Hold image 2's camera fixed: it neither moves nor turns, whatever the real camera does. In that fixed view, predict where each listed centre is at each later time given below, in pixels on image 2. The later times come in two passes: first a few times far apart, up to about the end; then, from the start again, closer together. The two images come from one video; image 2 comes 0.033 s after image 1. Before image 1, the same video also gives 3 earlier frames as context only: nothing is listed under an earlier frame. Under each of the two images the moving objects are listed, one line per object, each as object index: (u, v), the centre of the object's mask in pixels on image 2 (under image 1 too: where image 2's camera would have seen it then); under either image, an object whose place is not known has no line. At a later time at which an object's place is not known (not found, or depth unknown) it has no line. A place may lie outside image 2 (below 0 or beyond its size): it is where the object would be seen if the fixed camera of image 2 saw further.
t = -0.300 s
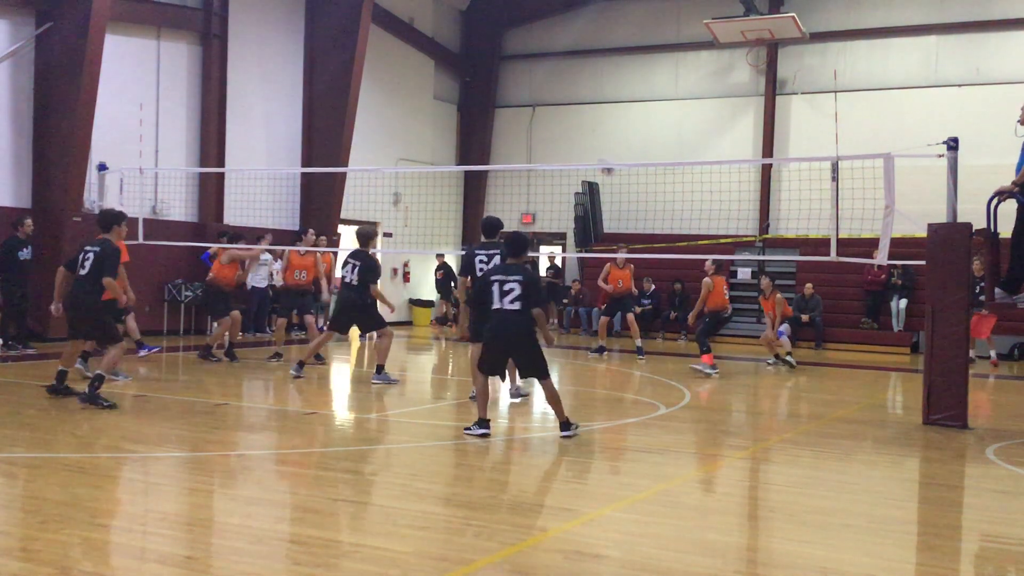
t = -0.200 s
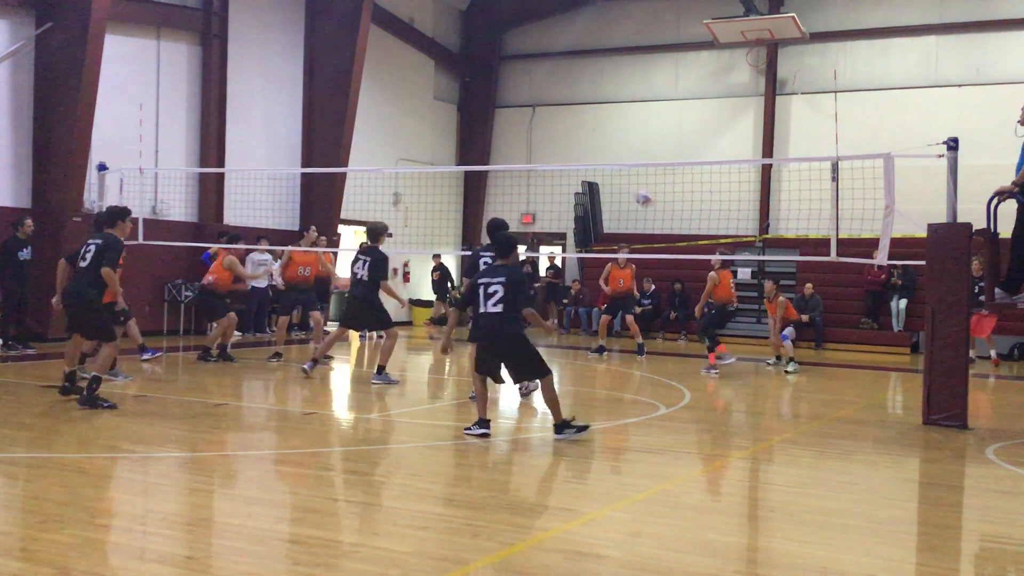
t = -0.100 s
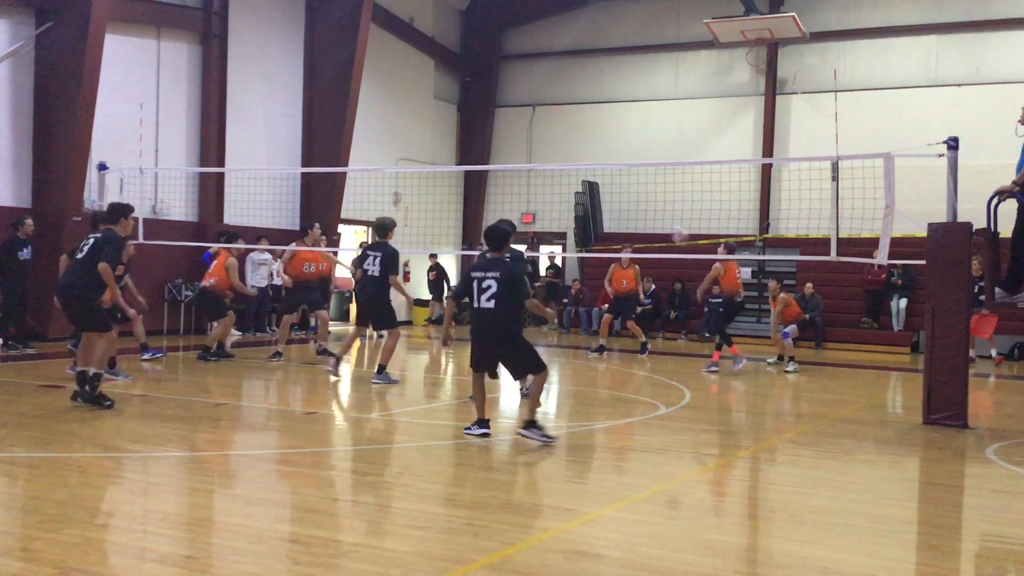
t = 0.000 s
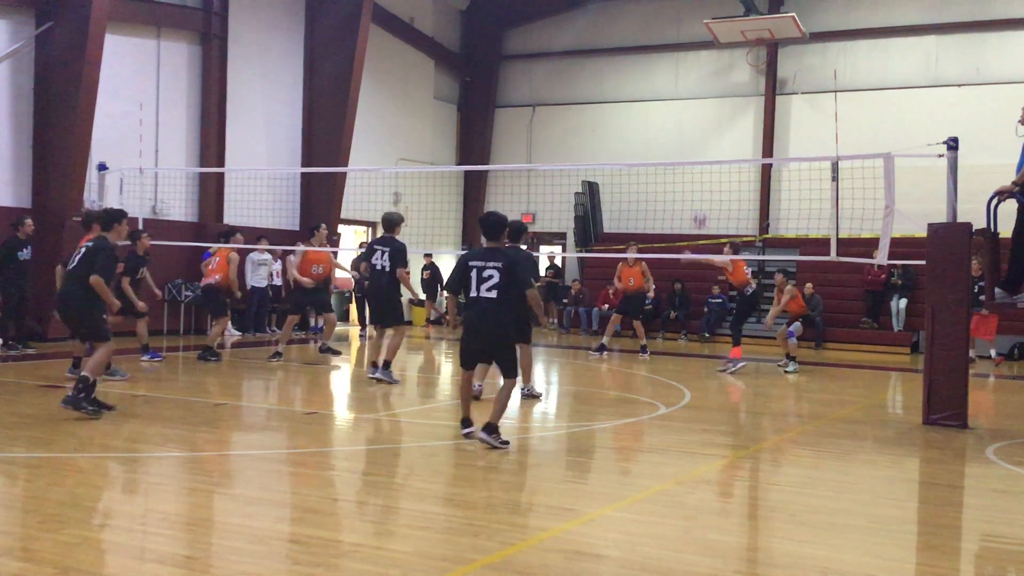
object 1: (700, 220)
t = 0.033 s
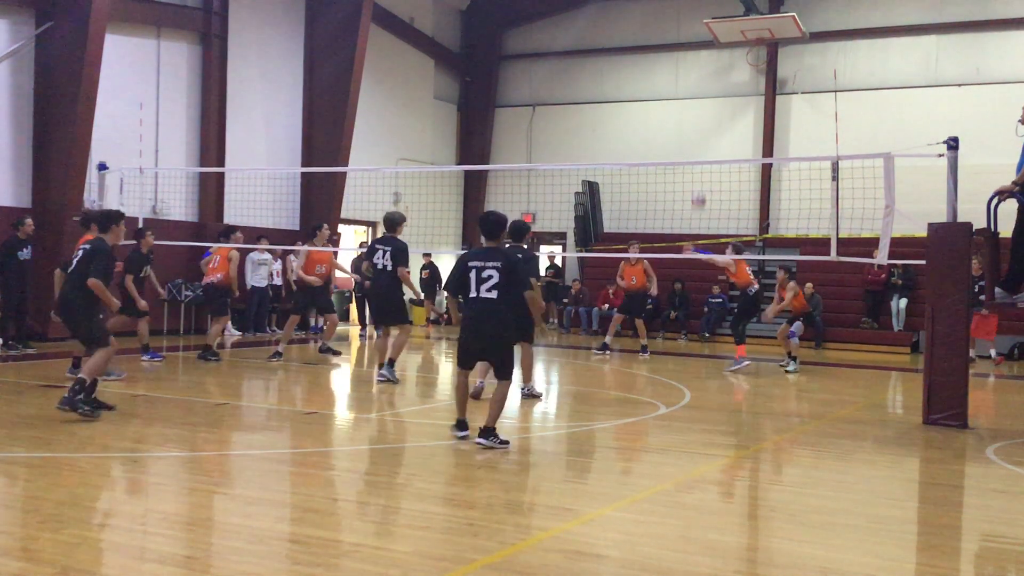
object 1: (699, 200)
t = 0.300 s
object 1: (694, 75)
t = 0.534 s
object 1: (690, 7)
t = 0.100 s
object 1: (698, 167)
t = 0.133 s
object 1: (697, 148)
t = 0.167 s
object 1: (697, 131)
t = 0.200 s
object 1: (696, 115)
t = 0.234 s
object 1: (696, 101)
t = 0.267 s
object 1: (695, 88)
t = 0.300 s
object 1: (694, 75)
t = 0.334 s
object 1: (694, 63)
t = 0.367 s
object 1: (693, 51)
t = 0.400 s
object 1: (693, 40)
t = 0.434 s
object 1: (693, 31)
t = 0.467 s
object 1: (691, 23)
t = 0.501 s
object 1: (690, 15)
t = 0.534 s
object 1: (690, 7)
